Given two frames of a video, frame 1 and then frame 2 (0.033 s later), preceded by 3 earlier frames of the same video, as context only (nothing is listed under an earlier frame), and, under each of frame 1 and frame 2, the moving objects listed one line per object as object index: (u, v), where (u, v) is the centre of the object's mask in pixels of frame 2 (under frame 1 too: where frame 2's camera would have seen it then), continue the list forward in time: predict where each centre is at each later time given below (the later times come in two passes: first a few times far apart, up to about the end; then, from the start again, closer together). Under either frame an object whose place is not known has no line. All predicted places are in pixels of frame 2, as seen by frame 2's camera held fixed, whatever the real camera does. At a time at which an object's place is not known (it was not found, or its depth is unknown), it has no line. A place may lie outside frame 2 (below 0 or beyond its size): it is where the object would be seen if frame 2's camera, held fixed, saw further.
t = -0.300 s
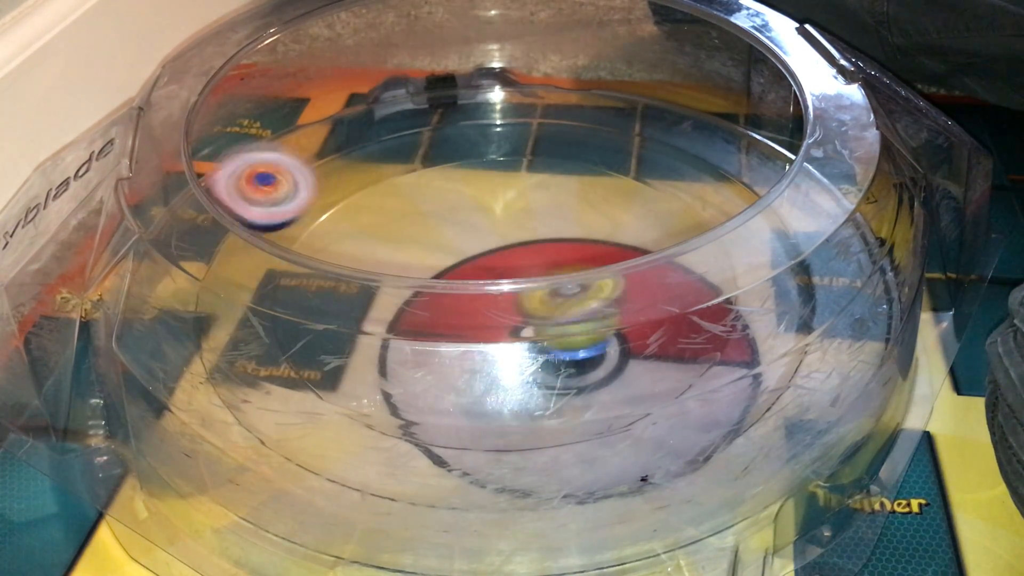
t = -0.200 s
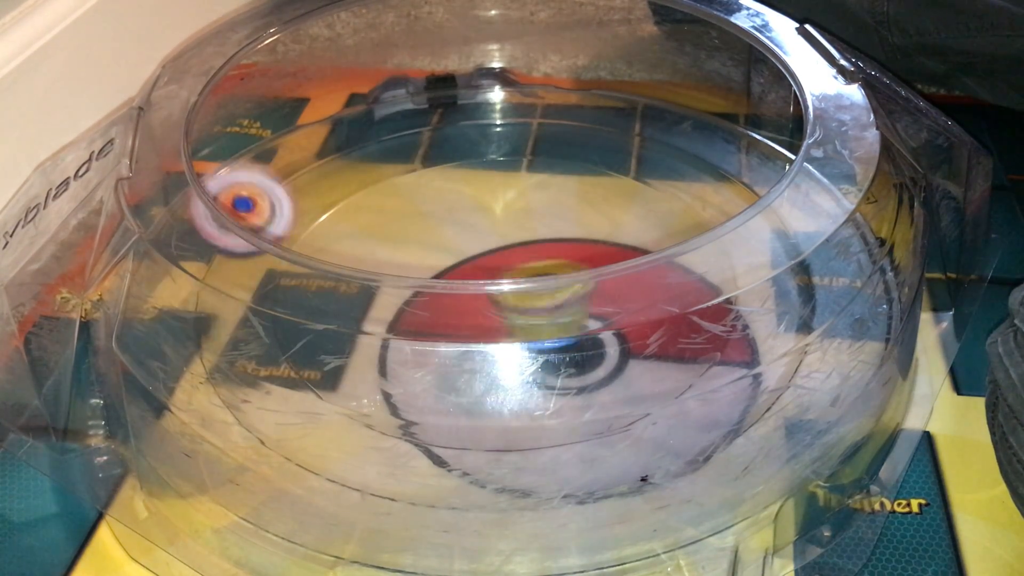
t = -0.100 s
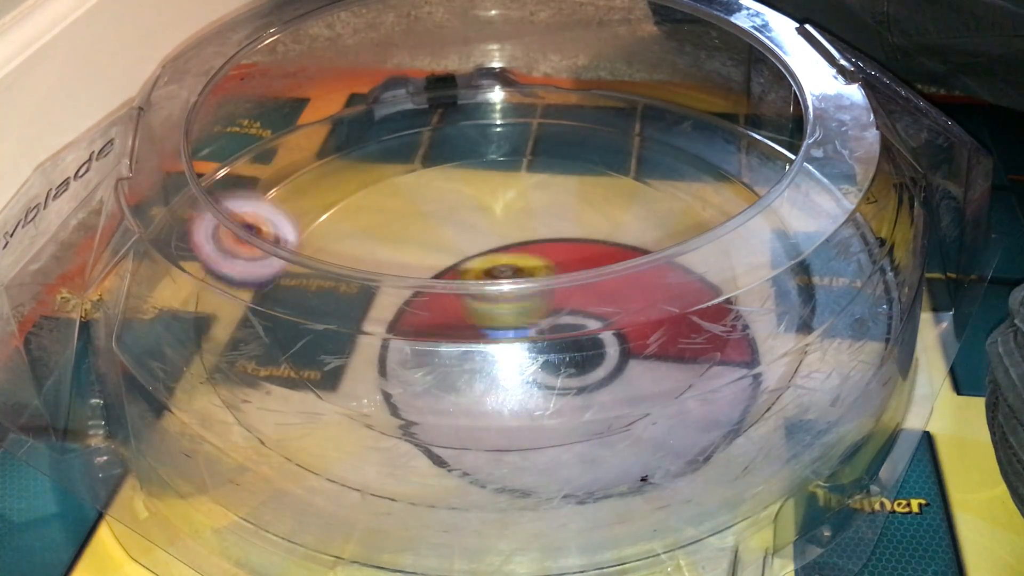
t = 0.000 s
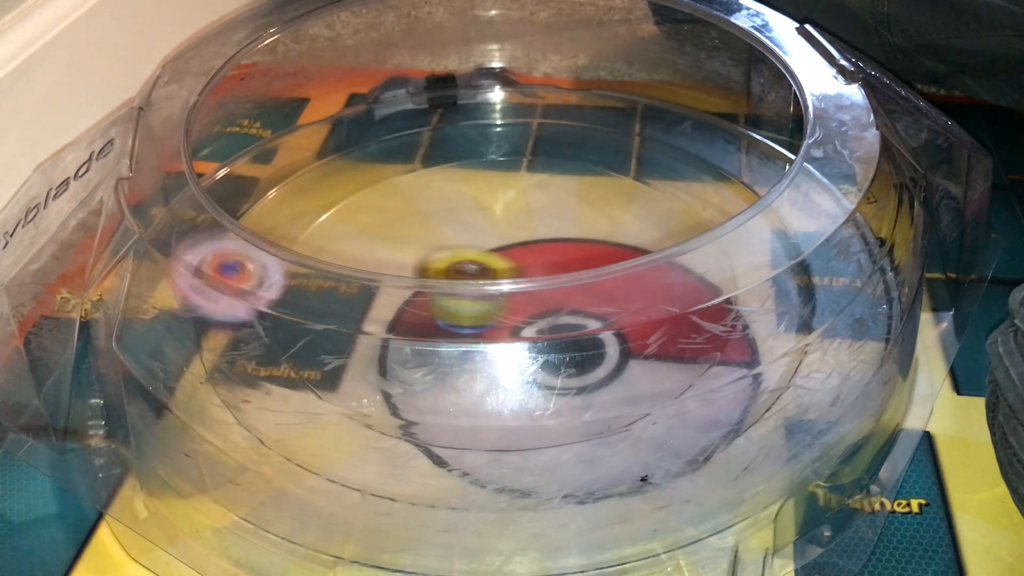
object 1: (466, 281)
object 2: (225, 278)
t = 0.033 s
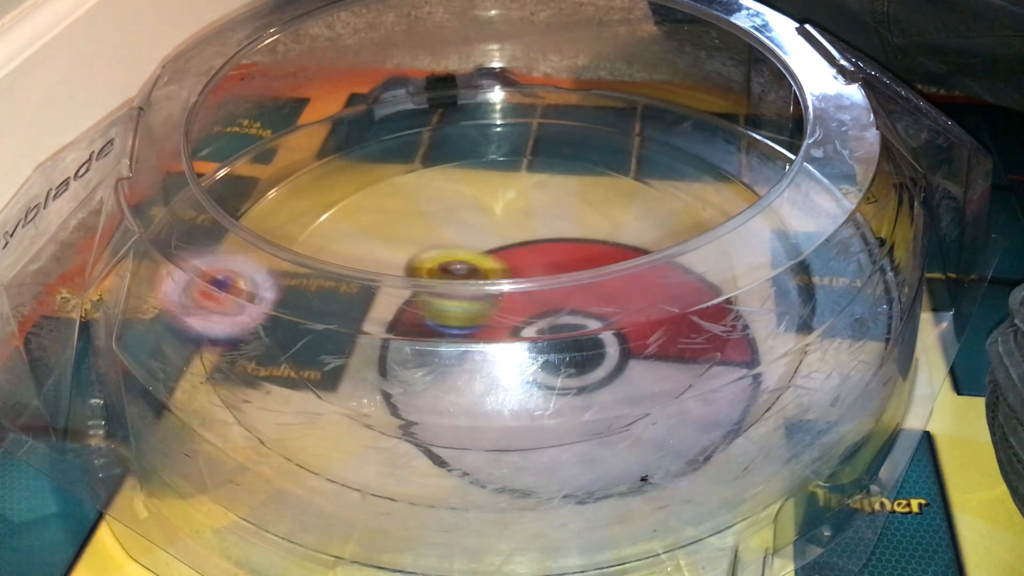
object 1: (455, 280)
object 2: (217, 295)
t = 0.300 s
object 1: (445, 280)
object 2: (317, 395)
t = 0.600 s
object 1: (484, 241)
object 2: (566, 441)
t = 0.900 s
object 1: (511, 238)
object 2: (753, 349)
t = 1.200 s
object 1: (544, 263)
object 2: (749, 193)
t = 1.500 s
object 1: (549, 294)
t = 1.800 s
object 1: (504, 302)
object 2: (463, 94)
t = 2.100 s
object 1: (456, 294)
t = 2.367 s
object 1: (468, 251)
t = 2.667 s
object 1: (477, 239)
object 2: (367, 426)
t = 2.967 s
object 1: (540, 247)
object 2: (665, 404)
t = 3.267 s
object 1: (539, 260)
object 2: (784, 256)
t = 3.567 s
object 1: (496, 306)
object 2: (700, 138)
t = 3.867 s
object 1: (502, 293)
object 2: (528, 93)
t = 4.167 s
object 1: (457, 242)
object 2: (351, 129)
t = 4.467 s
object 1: (489, 264)
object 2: (245, 234)
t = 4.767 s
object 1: (554, 242)
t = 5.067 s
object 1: (503, 269)
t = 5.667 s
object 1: (502, 266)
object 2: (742, 181)
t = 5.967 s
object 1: (461, 241)
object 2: (616, 126)
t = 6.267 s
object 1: (512, 273)
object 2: (465, 175)
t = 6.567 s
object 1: (554, 248)
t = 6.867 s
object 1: (491, 248)
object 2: (590, 292)
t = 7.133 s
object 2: (514, 236)
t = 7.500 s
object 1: (523, 265)
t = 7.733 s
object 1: (495, 240)
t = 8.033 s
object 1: (463, 273)
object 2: (534, 217)
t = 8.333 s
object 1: (529, 295)
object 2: (438, 267)
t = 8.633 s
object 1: (597, 257)
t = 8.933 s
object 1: (576, 231)
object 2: (471, 263)
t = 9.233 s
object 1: (506, 241)
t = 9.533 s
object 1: (464, 205)
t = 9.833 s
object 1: (475, 235)
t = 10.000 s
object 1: (496, 236)
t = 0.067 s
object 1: (444, 298)
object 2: (215, 313)
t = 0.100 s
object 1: (438, 299)
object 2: (231, 325)
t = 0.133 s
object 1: (434, 299)
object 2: (244, 335)
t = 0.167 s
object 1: (429, 299)
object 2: (255, 348)
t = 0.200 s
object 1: (433, 291)
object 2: (262, 363)
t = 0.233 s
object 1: (436, 290)
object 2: (272, 380)
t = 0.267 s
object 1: (440, 289)
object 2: (292, 390)
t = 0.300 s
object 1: (445, 280)
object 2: (317, 395)
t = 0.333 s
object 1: (450, 280)
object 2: (338, 404)
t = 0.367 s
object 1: (457, 276)
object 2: (359, 413)
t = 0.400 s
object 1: (464, 271)
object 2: (382, 428)
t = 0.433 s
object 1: (470, 265)
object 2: (410, 441)
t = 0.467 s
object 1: (475, 253)
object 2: (441, 441)
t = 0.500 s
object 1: (478, 249)
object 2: (470, 441)
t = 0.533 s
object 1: (480, 246)
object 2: (502, 442)
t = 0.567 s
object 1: (482, 243)
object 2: (535, 447)
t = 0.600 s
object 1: (484, 241)
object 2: (566, 441)
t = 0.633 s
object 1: (487, 238)
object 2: (588, 432)
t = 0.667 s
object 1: (489, 237)
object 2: (613, 425)
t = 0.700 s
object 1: (491, 235)
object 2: (661, 414)
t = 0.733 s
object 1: (494, 235)
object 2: (674, 412)
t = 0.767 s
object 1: (497, 234)
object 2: (686, 404)
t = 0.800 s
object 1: (501, 235)
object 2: (697, 389)
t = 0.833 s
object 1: (504, 236)
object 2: (712, 374)
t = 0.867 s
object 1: (508, 237)
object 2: (733, 361)
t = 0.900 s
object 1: (511, 238)
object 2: (753, 349)
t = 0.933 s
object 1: (514, 240)
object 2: (769, 333)
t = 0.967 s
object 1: (518, 242)
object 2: (773, 316)
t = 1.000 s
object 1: (522, 244)
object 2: (783, 305)
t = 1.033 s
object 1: (525, 246)
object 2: (785, 290)
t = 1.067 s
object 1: (529, 247)
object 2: (790, 273)
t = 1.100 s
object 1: (532, 248)
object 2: (793, 253)
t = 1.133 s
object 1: (537, 258)
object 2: (789, 239)
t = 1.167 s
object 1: (541, 260)
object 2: (779, 233)
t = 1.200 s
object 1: (544, 263)
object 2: (749, 193)
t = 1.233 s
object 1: (546, 267)
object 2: (747, 186)
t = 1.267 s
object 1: (548, 270)
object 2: (747, 176)
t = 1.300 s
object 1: (549, 273)
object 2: (748, 164)
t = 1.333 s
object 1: (550, 275)
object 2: (739, 158)
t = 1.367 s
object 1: (550, 276)
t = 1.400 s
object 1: (549, 276)
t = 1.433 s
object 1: (551, 289)
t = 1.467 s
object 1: (550, 289)
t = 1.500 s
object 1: (549, 294)
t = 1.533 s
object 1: (548, 296)
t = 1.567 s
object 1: (546, 297)
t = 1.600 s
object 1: (543, 299)
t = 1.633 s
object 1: (539, 300)
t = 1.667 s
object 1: (534, 300)
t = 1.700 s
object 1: (528, 301)
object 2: (528, 98)
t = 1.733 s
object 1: (520, 301)
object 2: (506, 97)
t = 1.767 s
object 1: (512, 301)
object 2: (486, 95)
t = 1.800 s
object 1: (504, 302)
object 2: (463, 94)
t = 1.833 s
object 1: (495, 302)
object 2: (438, 100)
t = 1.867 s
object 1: (488, 302)
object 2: (417, 106)
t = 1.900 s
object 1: (481, 302)
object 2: (400, 109)
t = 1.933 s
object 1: (474, 301)
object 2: (377, 113)
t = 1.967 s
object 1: (470, 301)
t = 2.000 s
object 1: (465, 298)
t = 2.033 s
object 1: (461, 297)
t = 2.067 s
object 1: (459, 295)
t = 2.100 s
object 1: (456, 294)
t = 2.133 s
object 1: (456, 294)
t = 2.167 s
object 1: (456, 281)
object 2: (253, 183)
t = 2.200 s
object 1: (457, 281)
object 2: (245, 198)
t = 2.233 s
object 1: (459, 277)
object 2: (234, 213)
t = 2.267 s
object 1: (461, 273)
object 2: (225, 227)
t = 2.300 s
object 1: (463, 267)
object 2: (216, 245)
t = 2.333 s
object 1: (466, 253)
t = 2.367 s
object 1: (468, 251)
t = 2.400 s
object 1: (469, 247)
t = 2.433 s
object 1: (470, 244)
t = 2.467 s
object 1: (470, 242)
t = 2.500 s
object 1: (471, 240)
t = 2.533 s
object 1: (471, 239)
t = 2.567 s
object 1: (471, 238)
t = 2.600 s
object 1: (472, 238)
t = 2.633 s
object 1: (474, 238)
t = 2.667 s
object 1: (477, 239)
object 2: (367, 426)
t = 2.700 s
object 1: (481, 241)
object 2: (401, 432)
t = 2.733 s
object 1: (488, 241)
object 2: (432, 440)
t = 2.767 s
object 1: (495, 243)
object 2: (462, 447)
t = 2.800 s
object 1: (503, 244)
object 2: (498, 450)
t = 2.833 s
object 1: (511, 246)
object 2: (533, 438)
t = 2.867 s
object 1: (518, 246)
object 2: (576, 438)
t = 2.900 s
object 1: (526, 246)
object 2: (605, 428)
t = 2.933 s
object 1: (533, 247)
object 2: (635, 416)
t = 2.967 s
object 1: (540, 247)
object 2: (665, 404)
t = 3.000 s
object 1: (547, 247)
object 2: (691, 393)
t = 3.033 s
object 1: (552, 246)
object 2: (711, 379)
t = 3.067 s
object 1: (555, 245)
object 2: (733, 364)
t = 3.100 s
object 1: (557, 244)
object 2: (751, 347)
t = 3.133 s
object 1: (556, 244)
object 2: (762, 331)
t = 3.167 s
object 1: (554, 244)
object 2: (771, 311)
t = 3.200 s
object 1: (548, 245)
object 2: (780, 298)
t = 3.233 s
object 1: (543, 248)
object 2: (783, 276)
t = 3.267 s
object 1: (539, 260)
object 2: (784, 256)
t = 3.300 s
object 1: (533, 265)
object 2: (782, 245)
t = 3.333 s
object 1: (527, 271)
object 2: (786, 224)
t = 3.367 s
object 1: (520, 276)
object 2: (781, 210)
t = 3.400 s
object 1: (515, 280)
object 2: (771, 198)
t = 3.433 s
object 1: (508, 280)
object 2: (743, 175)
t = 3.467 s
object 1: (504, 294)
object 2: (739, 167)
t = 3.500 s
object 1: (500, 299)
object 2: (730, 159)
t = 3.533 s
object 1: (497, 303)
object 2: (714, 149)
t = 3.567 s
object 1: (496, 306)
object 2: (700, 138)
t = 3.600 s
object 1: (497, 308)
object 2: (683, 129)
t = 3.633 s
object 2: (666, 121)
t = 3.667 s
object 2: (647, 114)
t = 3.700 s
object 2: (629, 108)
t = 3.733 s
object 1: (504, 307)
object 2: (609, 103)
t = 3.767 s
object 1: (506, 305)
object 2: (589, 99)
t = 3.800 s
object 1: (506, 301)
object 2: (569, 98)
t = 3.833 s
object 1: (505, 296)
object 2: (548, 95)
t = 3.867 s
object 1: (502, 293)
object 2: (528, 93)
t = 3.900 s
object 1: (497, 281)
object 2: (505, 94)
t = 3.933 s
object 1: (493, 274)
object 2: (485, 96)
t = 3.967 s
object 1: (490, 268)
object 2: (468, 97)
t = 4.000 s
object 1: (486, 254)
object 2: (446, 100)
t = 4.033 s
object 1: (481, 251)
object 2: (425, 105)
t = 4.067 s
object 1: (474, 248)
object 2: (406, 110)
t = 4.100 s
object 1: (468, 245)
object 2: (389, 114)
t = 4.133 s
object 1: (463, 243)
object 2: (370, 122)
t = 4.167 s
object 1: (457, 242)
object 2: (351, 129)
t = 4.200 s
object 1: (454, 243)
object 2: (334, 138)
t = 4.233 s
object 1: (451, 243)
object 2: (319, 148)
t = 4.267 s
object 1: (450, 245)
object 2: (304, 158)
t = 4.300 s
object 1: (452, 246)
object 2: (290, 169)
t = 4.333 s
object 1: (455, 248)
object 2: (277, 179)
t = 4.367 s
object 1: (462, 251)
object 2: (267, 193)
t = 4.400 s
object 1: (470, 253)
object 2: (262, 203)
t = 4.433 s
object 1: (479, 254)
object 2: (252, 219)
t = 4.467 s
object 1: (489, 264)
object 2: (245, 234)
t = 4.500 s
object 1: (500, 265)
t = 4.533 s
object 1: (511, 266)
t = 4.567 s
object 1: (520, 265)
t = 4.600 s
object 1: (530, 263)
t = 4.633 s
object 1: (538, 259)
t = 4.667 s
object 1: (544, 248)
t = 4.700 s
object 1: (550, 246)
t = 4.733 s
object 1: (553, 244)
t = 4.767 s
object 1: (554, 242)
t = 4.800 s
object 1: (552, 240)
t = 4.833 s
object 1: (549, 239)
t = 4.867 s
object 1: (544, 240)
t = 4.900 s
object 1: (537, 241)
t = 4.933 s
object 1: (530, 244)
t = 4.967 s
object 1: (522, 247)
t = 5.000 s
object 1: (514, 250)
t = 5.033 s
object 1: (509, 263)
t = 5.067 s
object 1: (503, 269)
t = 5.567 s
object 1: (510, 293)
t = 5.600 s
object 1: (509, 280)
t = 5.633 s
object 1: (505, 274)
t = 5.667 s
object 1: (502, 266)
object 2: (742, 181)
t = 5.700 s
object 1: (499, 252)
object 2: (737, 174)
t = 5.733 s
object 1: (494, 249)
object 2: (730, 168)
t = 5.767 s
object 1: (489, 246)
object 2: (718, 161)
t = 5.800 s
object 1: (482, 244)
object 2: (703, 152)
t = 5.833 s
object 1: (477, 242)
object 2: (687, 145)
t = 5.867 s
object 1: (472, 241)
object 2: (668, 138)
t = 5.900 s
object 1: (467, 240)
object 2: (652, 133)
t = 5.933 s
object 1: (463, 240)
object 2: (633, 129)
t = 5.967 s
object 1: (461, 241)
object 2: (616, 126)
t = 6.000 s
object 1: (460, 243)
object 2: (596, 123)
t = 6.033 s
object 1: (462, 245)
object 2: (578, 122)
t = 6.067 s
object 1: (465, 248)
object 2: (557, 121)
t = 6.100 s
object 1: (470, 250)
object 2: (539, 125)
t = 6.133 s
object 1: (476, 253)
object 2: (522, 131)
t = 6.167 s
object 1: (485, 264)
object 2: (506, 141)
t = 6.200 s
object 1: (494, 268)
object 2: (490, 150)
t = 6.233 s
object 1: (503, 270)
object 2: (476, 163)
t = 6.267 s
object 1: (512, 273)
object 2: (465, 175)
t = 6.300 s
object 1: (522, 273)
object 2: (455, 190)
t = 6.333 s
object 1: (530, 273)
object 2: (450, 207)
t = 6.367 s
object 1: (538, 270)
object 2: (445, 222)
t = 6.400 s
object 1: (545, 267)
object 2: (446, 236)
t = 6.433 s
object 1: (550, 265)
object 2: (444, 248)
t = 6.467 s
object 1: (555, 263)
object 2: (446, 257)
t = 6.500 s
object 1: (556, 261)
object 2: (459, 282)
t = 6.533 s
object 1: (556, 259)
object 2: (473, 297)
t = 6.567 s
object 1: (554, 248)
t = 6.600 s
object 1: (553, 245)
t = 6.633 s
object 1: (549, 242)
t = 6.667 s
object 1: (543, 240)
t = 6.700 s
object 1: (535, 238)
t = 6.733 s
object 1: (527, 241)
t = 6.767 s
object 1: (517, 243)
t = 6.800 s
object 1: (508, 245)
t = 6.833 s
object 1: (500, 246)
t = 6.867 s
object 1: (491, 248)
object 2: (590, 292)
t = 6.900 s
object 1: (484, 252)
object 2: (594, 269)
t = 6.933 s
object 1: (478, 264)
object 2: (589, 262)
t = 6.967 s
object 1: (473, 270)
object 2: (583, 254)
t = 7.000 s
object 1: (470, 275)
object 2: (571, 242)
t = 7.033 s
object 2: (560, 239)
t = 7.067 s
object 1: (466, 282)
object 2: (547, 238)
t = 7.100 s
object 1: (469, 294)
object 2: (533, 235)
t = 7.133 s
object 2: (514, 236)
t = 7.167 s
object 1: (474, 303)
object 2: (494, 233)
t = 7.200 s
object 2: (475, 236)
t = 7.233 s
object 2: (454, 237)
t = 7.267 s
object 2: (440, 244)
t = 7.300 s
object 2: (424, 248)
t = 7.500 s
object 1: (523, 265)
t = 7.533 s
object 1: (522, 251)
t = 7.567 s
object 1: (520, 247)
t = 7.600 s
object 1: (517, 245)
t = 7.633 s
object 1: (512, 242)
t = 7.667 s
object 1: (507, 241)
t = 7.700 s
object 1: (501, 240)
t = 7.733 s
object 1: (495, 240)
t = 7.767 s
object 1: (489, 240)
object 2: (558, 300)
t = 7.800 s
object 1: (483, 240)
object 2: (563, 287)
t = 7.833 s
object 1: (479, 242)
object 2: (562, 271)
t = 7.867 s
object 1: (476, 244)
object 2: (565, 254)
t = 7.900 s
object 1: (469, 247)
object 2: (568, 239)
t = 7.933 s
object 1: (465, 249)
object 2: (562, 230)
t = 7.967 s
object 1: (462, 253)
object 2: (552, 227)
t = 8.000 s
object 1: (462, 266)
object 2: (545, 220)
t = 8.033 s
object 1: (463, 273)
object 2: (534, 217)
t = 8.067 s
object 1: (465, 278)
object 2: (523, 214)
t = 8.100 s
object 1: (469, 282)
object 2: (508, 210)
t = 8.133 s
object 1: (475, 295)
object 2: (494, 214)
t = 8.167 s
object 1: (483, 295)
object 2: (480, 215)
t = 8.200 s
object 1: (490, 297)
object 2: (466, 223)
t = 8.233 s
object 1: (499, 298)
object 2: (454, 233)
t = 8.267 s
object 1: (507, 298)
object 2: (445, 241)
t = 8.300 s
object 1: (516, 297)
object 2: (440, 250)
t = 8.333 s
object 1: (529, 295)
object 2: (438, 267)
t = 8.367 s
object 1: (553, 295)
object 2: (422, 281)
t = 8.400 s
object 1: (568, 292)
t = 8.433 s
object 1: (575, 291)
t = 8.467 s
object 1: (588, 283)
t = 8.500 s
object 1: (594, 269)
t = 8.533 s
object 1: (598, 268)
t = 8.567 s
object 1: (601, 265)
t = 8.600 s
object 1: (601, 261)
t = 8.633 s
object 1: (597, 257)
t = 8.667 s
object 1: (597, 252)
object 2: (509, 296)
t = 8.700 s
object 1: (600, 238)
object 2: (506, 289)
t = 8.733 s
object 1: (601, 235)
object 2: (505, 278)
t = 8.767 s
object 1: (601, 232)
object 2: (500, 272)
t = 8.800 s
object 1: (600, 231)
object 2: (495, 269)
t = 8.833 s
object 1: (596, 230)
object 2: (491, 264)
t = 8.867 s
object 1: (590, 230)
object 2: (485, 258)
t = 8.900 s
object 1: (583, 230)
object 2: (477, 258)
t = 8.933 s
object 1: (576, 231)
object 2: (471, 263)
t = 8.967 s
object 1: (566, 233)
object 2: (468, 263)
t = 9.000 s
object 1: (556, 235)
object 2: (462, 265)
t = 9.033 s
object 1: (544, 238)
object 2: (462, 269)
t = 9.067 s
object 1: (534, 241)
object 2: (463, 278)
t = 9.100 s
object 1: (524, 243)
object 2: (463, 284)
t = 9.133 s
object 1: (526, 242)
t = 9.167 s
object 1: (523, 240)
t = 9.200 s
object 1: (516, 240)
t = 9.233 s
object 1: (506, 241)
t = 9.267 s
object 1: (496, 243)
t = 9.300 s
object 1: (488, 242)
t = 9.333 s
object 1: (480, 242)
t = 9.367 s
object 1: (476, 232)
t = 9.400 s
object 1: (475, 224)
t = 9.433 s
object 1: (472, 218)
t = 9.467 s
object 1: (469, 211)
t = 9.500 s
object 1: (466, 207)
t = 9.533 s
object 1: (464, 205)
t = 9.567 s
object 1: (465, 204)
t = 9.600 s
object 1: (467, 205)
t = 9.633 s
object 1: (467, 208)
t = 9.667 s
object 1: (468, 213)
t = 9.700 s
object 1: (470, 220)
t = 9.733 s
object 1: (472, 227)
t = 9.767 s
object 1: (470, 230)
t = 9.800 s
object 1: (474, 232)
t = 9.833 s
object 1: (475, 235)
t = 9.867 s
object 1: (484, 237)
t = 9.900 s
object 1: (490, 232)
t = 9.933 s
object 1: (495, 232)
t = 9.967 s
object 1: (498, 232)
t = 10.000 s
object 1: (496, 236)
